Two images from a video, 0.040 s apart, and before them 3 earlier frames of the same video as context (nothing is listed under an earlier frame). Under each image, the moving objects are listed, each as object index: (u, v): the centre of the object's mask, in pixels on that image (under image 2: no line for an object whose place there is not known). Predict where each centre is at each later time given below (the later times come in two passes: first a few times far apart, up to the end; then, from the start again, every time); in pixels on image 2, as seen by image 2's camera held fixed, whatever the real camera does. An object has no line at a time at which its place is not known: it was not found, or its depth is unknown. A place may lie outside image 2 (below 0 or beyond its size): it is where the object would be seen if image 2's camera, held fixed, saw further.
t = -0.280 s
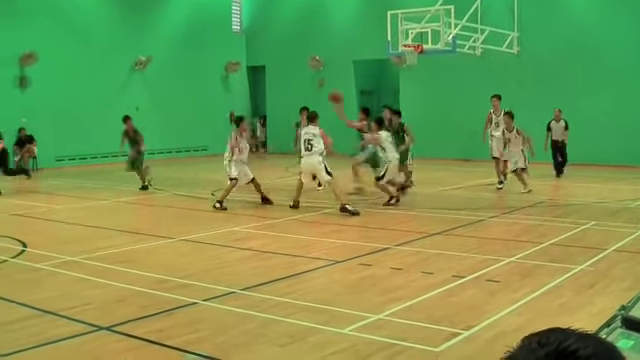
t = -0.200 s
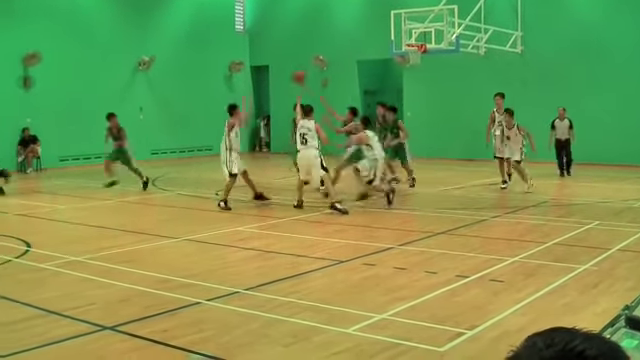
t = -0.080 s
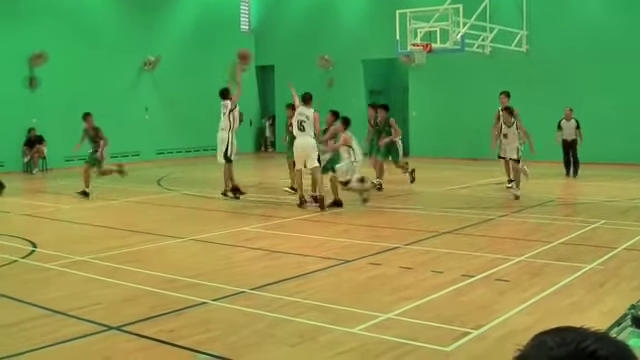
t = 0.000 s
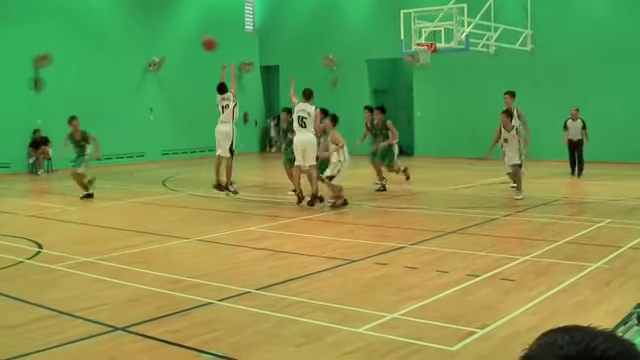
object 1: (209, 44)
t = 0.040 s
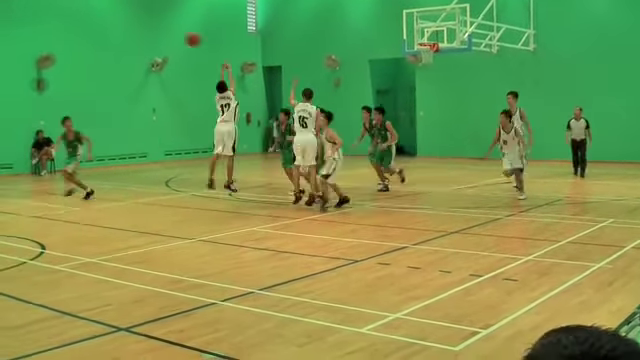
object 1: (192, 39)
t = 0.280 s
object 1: (78, 28)
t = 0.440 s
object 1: (-1, 40)
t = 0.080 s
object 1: (173, 35)
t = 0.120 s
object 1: (155, 31)
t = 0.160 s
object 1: (136, 29)
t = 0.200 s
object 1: (116, 27)
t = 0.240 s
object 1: (97, 27)
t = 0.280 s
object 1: (78, 28)
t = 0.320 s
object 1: (59, 29)
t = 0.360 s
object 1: (39, 32)
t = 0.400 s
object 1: (18, 36)
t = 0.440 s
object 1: (-1, 40)
